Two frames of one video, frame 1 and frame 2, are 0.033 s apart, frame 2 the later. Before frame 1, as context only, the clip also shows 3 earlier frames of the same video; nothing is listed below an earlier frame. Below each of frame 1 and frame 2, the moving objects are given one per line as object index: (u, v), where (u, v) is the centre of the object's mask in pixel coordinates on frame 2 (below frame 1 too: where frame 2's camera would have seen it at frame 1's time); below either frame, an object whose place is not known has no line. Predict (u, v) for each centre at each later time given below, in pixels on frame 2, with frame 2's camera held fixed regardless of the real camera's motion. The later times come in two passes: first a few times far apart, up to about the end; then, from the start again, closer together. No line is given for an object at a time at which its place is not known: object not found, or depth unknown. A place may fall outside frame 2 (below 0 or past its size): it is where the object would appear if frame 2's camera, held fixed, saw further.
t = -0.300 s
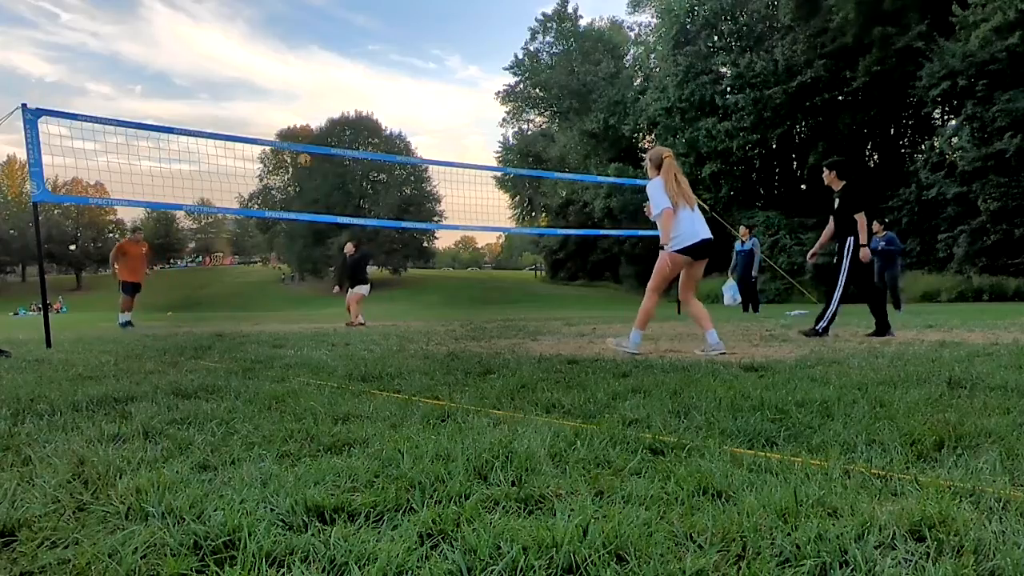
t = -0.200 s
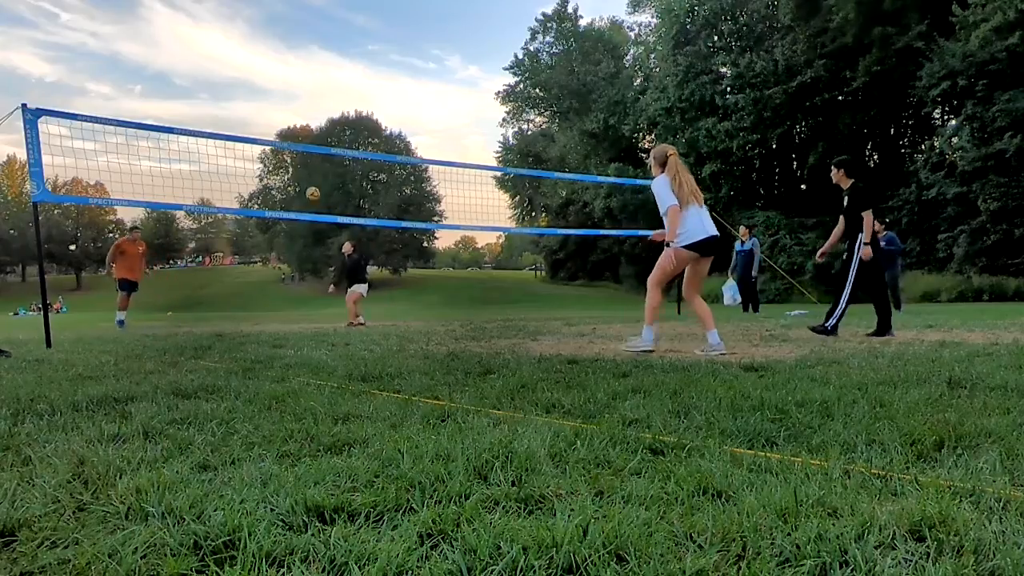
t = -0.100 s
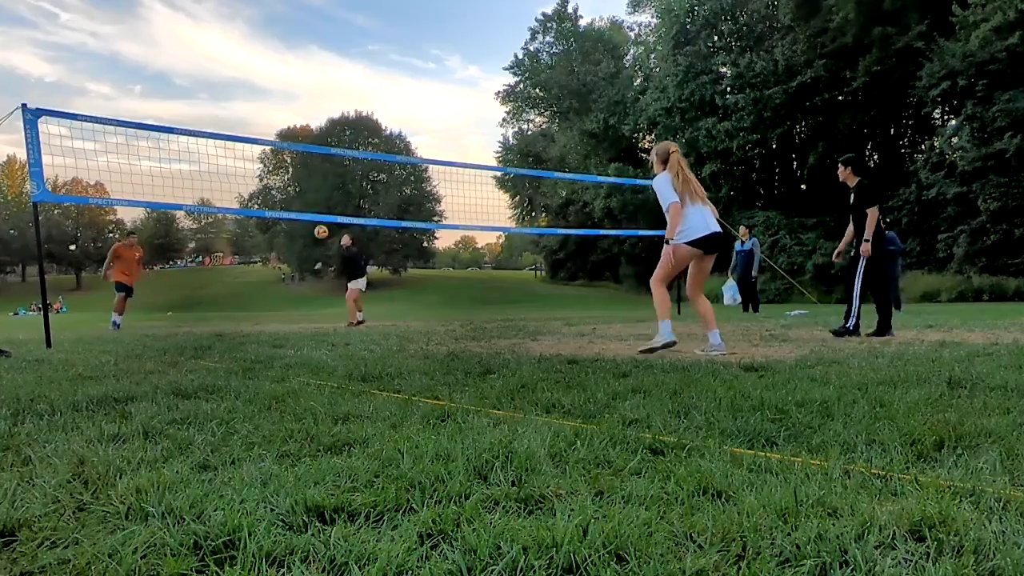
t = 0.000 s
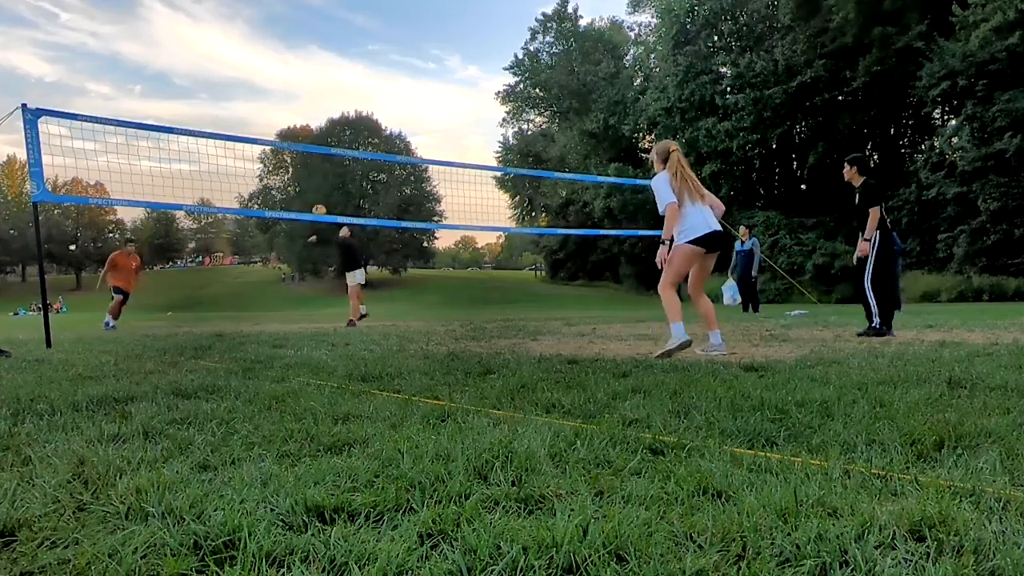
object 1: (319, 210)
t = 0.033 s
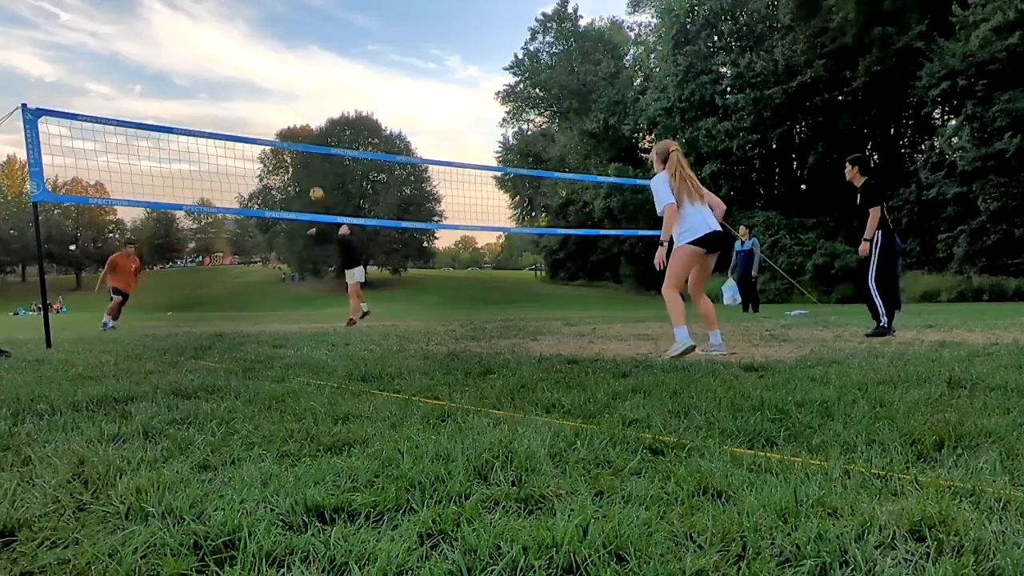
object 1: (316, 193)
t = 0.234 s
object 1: (301, 106)
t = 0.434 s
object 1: (285, 45)
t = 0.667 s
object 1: (268, 7)
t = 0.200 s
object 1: (304, 123)
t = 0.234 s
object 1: (301, 106)
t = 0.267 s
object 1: (298, 94)
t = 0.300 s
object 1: (296, 83)
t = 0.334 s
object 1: (293, 72)
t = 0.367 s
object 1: (290, 63)
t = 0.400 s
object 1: (288, 54)
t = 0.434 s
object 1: (285, 45)
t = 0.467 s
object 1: (283, 38)
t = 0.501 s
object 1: (280, 31)
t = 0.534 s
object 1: (278, 25)
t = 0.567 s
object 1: (275, 19)
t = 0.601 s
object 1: (273, 14)
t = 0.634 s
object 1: (270, 10)
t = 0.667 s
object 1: (268, 7)
